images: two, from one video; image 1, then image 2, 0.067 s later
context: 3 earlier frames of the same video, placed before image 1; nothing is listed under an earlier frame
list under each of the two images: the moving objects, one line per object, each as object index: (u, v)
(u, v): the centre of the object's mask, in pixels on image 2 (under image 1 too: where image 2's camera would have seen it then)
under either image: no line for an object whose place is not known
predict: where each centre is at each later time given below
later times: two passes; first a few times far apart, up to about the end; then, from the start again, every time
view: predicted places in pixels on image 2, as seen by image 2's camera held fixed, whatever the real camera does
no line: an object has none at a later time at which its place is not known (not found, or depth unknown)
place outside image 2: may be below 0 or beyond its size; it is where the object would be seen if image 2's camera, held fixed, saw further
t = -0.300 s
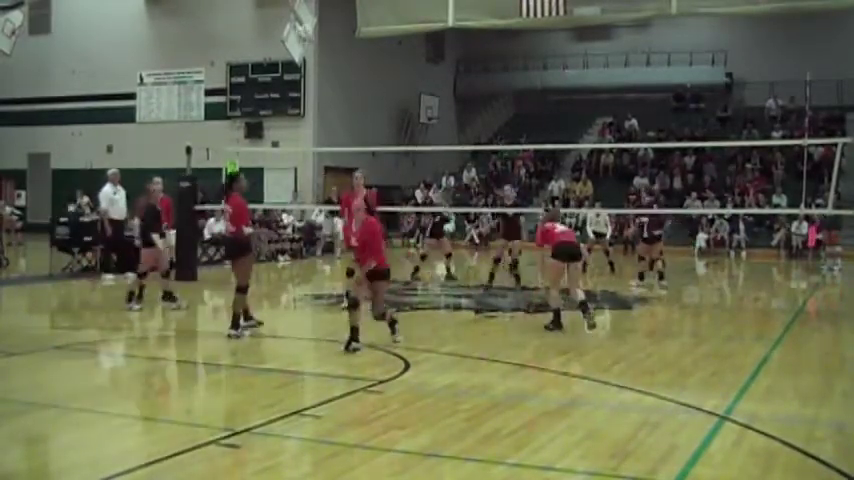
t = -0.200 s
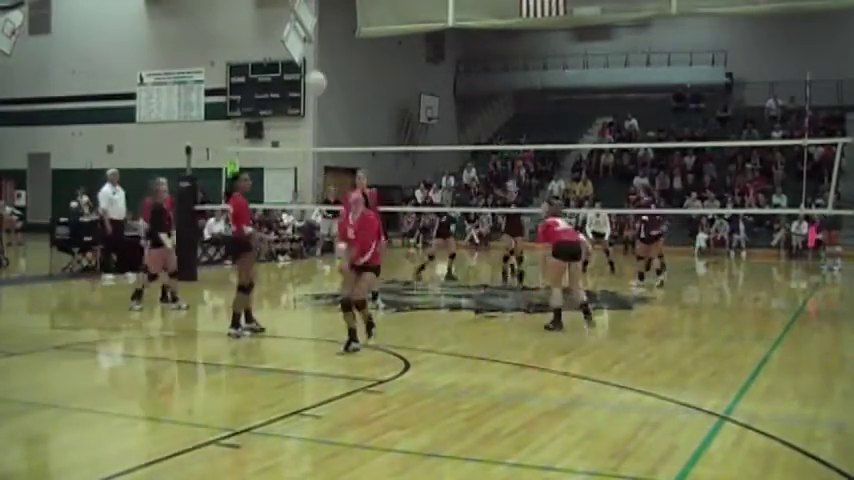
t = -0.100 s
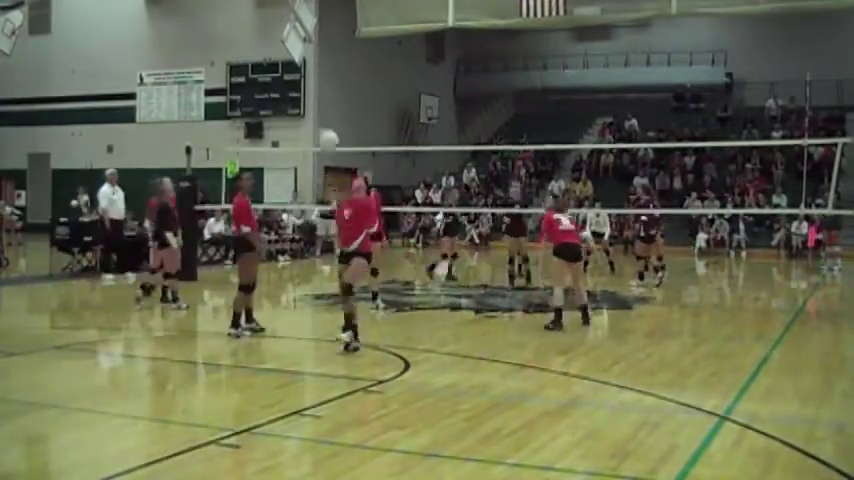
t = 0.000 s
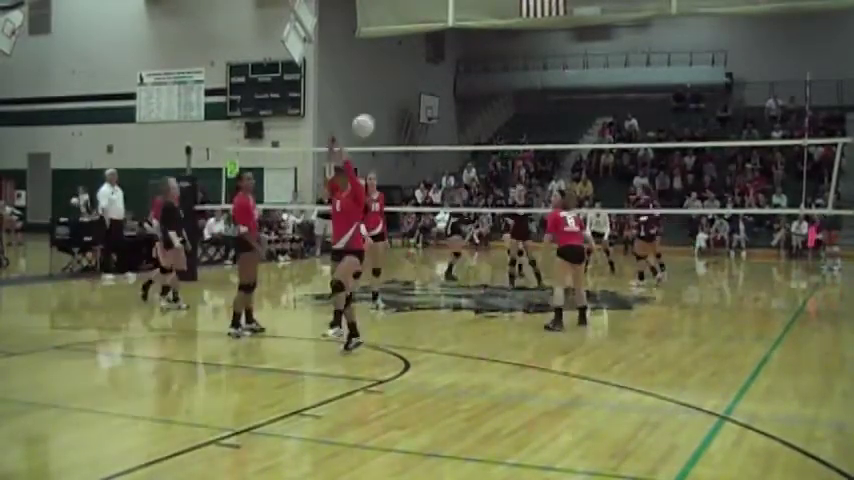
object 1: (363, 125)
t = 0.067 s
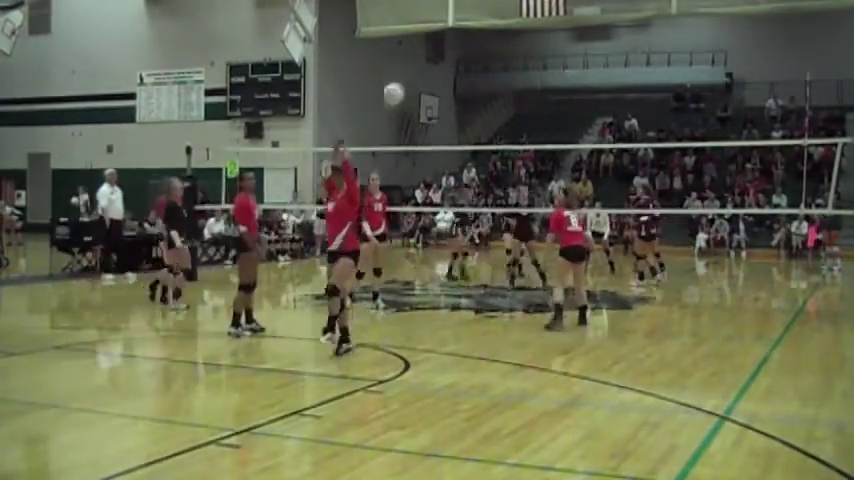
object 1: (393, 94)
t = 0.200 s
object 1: (446, 52)
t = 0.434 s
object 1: (521, 32)
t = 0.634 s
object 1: (574, 54)
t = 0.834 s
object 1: (614, 99)
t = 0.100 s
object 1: (408, 81)
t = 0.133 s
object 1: (421, 69)
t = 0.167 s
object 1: (434, 60)
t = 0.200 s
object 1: (446, 52)
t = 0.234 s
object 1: (458, 45)
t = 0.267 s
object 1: (470, 40)
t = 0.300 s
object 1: (481, 37)
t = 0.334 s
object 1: (491, 33)
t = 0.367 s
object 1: (502, 32)
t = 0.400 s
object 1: (512, 31)
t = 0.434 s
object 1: (521, 32)
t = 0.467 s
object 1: (530, 33)
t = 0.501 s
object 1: (539, 36)
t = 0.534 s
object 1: (548, 38)
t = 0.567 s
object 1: (557, 42)
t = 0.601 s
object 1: (564, 47)
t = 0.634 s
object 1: (574, 54)
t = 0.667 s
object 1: (580, 58)
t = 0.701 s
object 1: (587, 64)
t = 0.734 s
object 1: (595, 72)
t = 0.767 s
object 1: (602, 81)
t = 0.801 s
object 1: (608, 89)
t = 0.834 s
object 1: (614, 99)
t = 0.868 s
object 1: (621, 110)
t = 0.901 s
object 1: (628, 120)
